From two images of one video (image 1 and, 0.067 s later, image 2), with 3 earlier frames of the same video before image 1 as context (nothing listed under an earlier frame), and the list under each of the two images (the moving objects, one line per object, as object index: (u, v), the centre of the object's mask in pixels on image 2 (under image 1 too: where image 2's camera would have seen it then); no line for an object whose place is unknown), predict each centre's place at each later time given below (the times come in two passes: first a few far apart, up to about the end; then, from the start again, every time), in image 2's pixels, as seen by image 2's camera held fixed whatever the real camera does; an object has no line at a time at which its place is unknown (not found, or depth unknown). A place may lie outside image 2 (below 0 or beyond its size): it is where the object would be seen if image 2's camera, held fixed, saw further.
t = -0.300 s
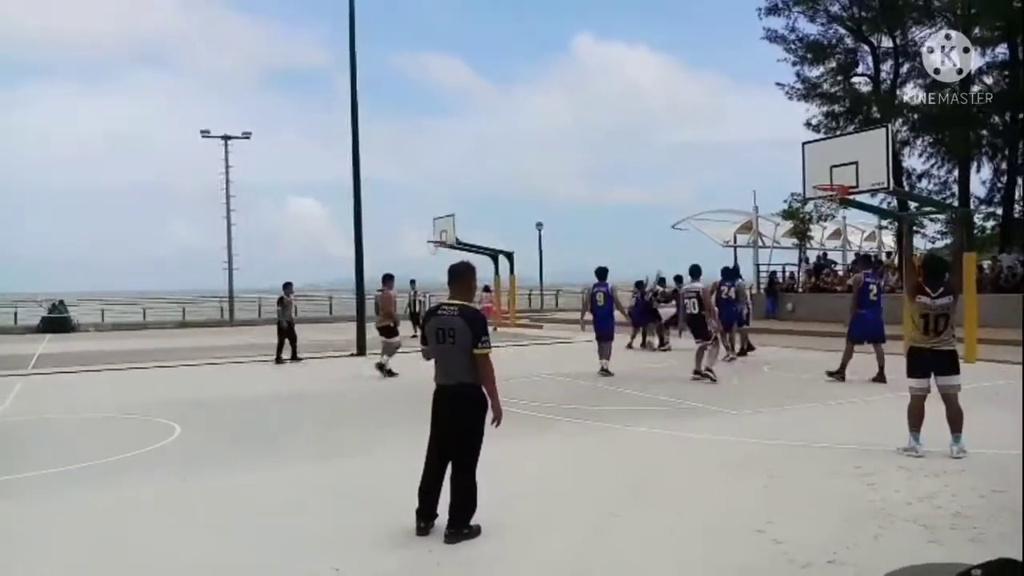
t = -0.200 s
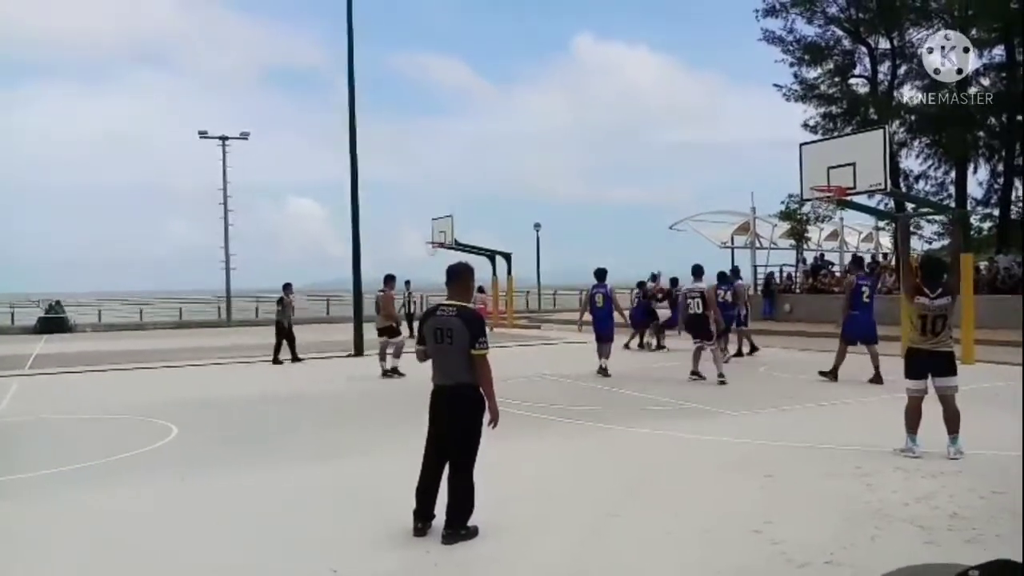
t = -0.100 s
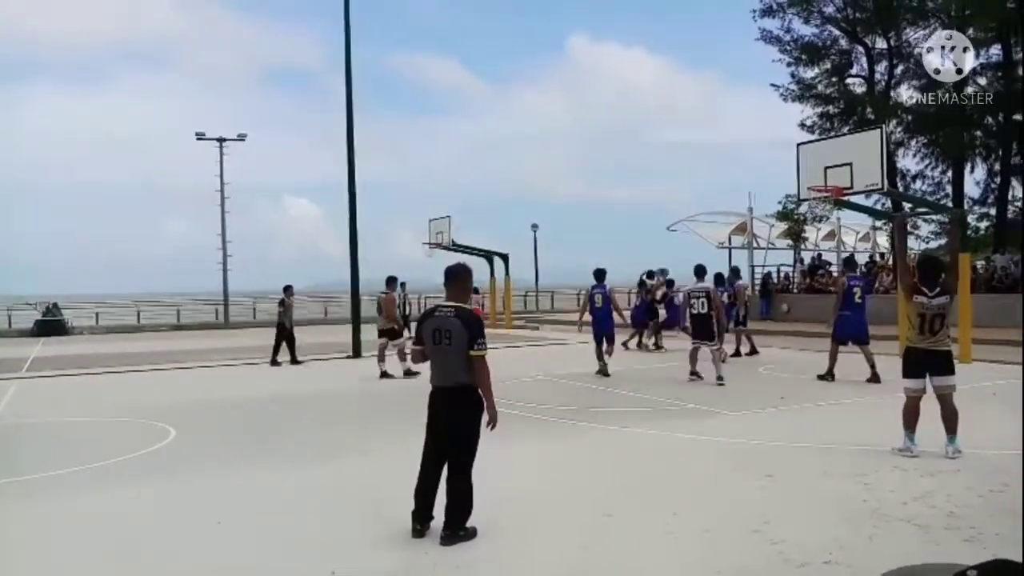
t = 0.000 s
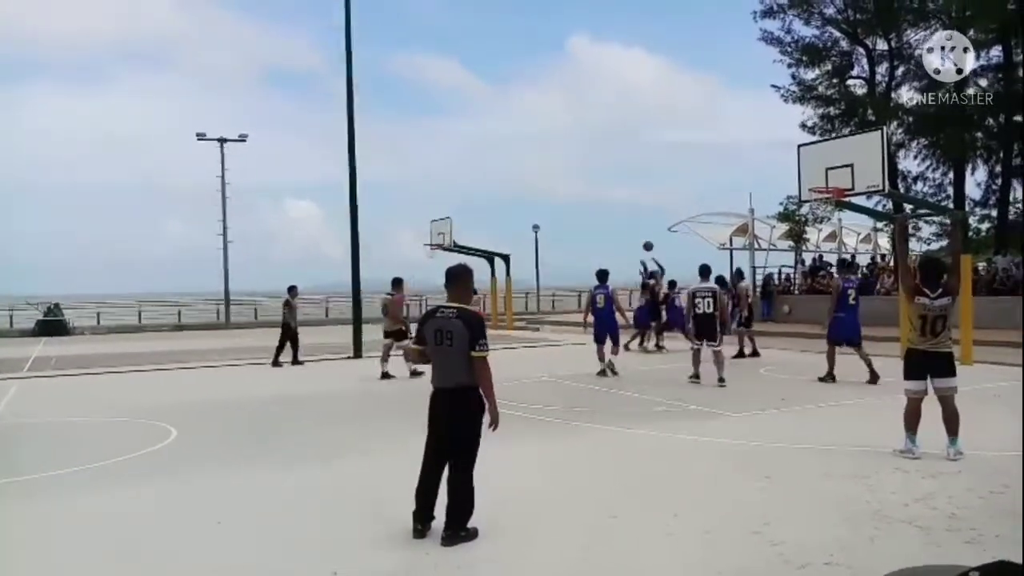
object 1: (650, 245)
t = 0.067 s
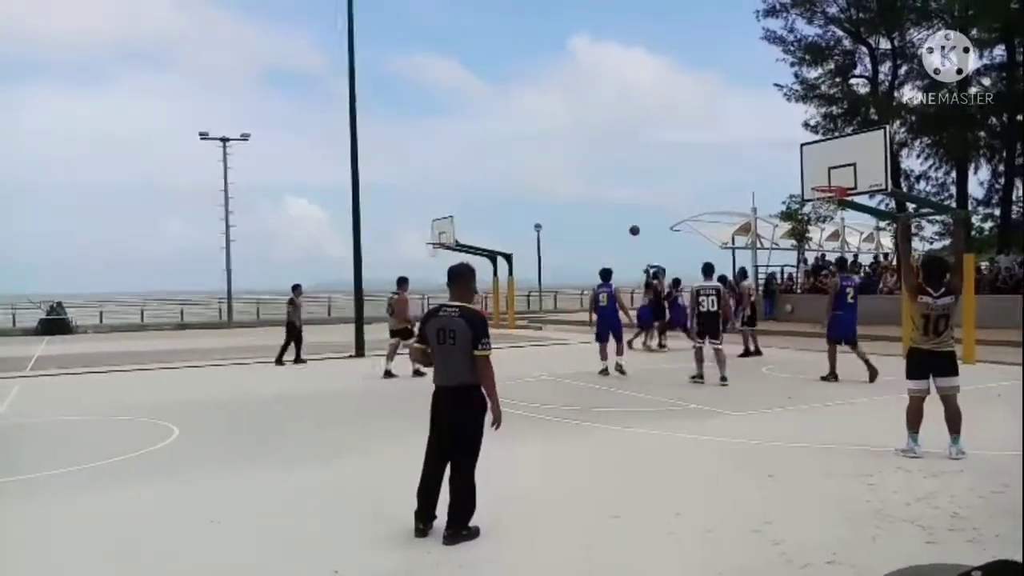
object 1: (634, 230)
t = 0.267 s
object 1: (584, 193)
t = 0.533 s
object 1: (509, 169)
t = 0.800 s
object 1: (423, 178)
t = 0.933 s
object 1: (376, 199)
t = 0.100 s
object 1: (626, 223)
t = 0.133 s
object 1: (618, 216)
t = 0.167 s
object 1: (610, 210)
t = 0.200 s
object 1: (601, 204)
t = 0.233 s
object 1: (593, 198)
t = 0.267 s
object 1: (584, 193)
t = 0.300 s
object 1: (575, 189)
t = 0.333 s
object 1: (566, 184)
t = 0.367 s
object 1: (557, 180)
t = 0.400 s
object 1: (547, 177)
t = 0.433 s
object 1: (538, 174)
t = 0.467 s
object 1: (529, 172)
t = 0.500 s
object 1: (519, 171)
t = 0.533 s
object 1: (509, 169)
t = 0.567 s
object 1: (499, 168)
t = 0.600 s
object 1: (489, 168)
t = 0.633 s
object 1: (478, 168)
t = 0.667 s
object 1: (467, 169)
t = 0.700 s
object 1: (457, 170)
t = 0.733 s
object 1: (446, 172)
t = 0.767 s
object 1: (434, 175)
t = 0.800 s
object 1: (423, 178)
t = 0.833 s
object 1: (412, 183)
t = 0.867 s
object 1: (400, 187)
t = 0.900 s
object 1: (388, 193)
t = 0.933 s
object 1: (376, 199)
